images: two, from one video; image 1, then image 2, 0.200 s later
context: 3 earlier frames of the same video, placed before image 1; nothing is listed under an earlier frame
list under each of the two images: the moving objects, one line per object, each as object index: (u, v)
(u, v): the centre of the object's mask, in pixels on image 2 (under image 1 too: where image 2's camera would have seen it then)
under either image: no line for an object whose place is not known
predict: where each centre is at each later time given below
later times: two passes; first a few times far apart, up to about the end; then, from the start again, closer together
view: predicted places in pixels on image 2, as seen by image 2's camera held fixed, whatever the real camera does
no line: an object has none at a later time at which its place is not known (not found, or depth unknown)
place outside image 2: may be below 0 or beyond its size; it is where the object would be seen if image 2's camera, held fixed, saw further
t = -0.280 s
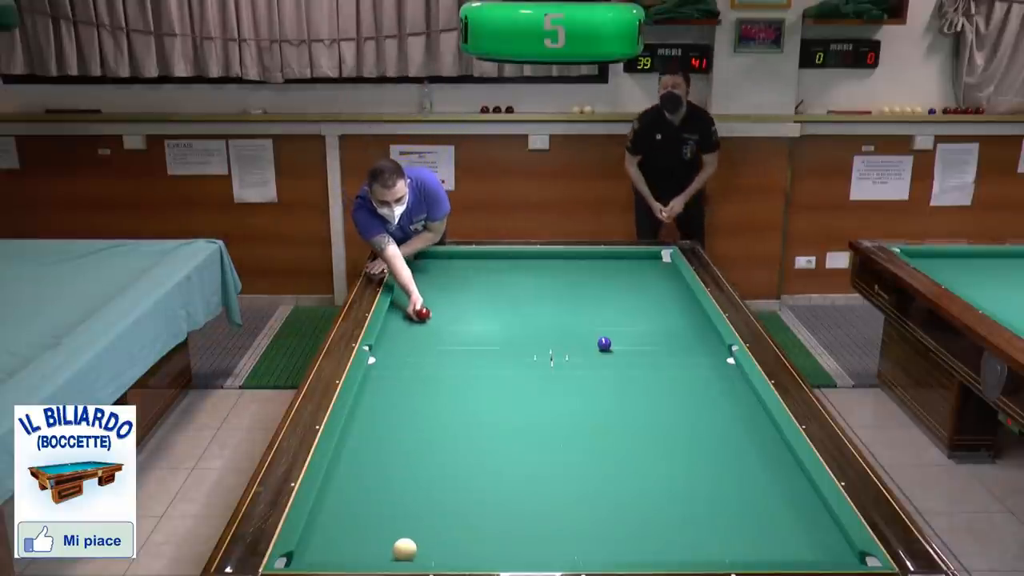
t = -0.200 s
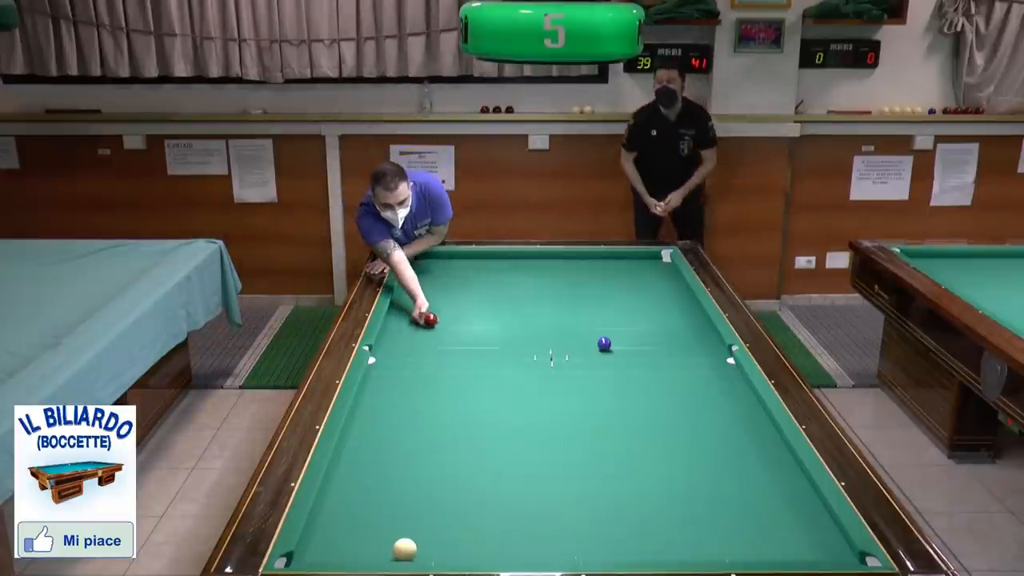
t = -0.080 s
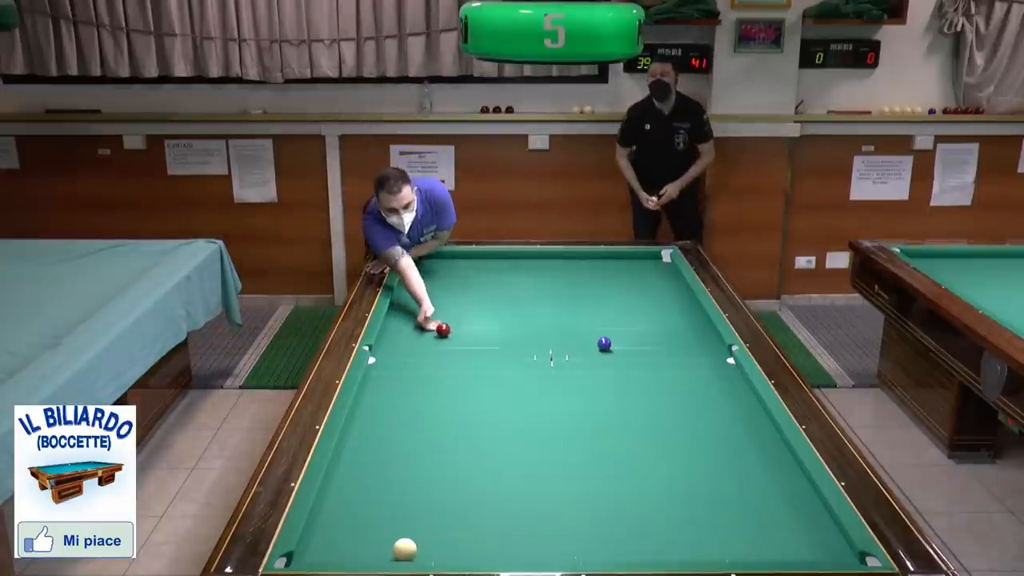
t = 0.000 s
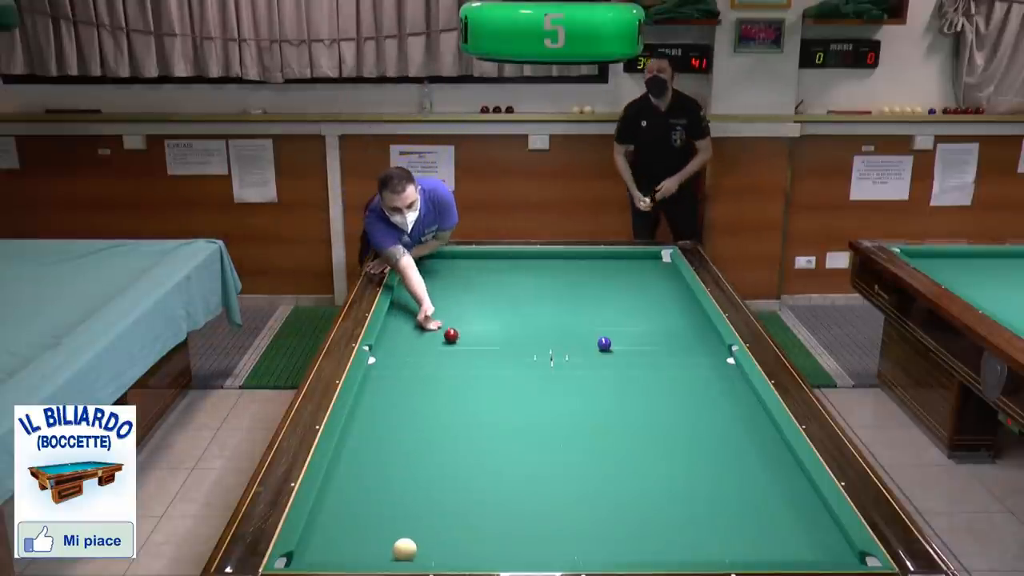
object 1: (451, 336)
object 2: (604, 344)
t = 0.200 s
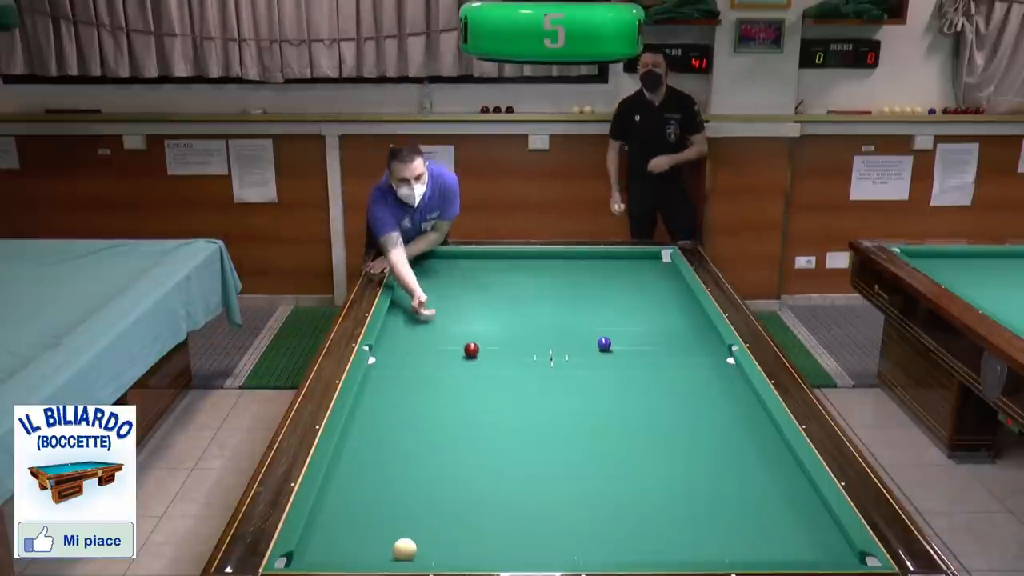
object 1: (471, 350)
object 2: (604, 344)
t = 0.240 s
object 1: (475, 354)
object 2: (604, 344)
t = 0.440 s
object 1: (498, 369)
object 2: (604, 345)
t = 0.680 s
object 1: (527, 389)
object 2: (604, 345)
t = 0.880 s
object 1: (553, 408)
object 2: (604, 345)
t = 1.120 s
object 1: (588, 432)
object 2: (604, 345)
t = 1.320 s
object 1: (619, 454)
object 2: (604, 345)
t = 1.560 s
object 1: (661, 482)
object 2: (604, 345)
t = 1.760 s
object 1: (698, 508)
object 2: (604, 345)
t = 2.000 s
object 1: (748, 542)
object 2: (604, 345)
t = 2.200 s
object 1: (780, 551)
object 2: (604, 345)
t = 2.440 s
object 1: (791, 531)
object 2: (604, 345)
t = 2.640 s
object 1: (800, 514)
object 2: (604, 345)
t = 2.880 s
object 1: (808, 495)
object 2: (604, 344)
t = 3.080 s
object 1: (791, 483)
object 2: (604, 345)
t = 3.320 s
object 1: (772, 469)
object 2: (604, 344)
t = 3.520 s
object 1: (758, 458)
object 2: (604, 344)
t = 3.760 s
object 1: (742, 446)
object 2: (604, 344)
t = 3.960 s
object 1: (730, 436)
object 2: (604, 344)
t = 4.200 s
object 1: (716, 426)
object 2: (604, 344)
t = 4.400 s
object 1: (705, 418)
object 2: (604, 344)
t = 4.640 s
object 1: (693, 409)
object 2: (604, 344)
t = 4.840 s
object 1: (683, 402)
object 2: (604, 344)
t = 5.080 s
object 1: (673, 394)
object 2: (604, 344)
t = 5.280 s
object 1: (664, 388)
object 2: (604, 344)
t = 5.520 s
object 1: (655, 381)
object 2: (604, 344)
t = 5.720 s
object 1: (648, 376)
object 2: (604, 344)
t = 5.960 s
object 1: (640, 370)
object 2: (604, 344)
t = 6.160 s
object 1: (633, 365)
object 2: (604, 345)
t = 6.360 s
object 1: (627, 361)
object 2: (604, 345)
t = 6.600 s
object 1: (620, 356)
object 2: (604, 344)
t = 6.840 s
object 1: (614, 351)
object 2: (603, 344)
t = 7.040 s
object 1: (610, 348)
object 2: (601, 342)
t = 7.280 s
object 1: (608, 347)
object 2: (598, 340)
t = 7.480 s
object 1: (607, 346)
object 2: (595, 338)
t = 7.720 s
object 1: (606, 345)
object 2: (592, 336)
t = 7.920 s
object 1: (605, 344)
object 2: (590, 334)
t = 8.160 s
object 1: (604, 344)
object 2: (587, 332)
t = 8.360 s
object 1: (603, 344)
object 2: (585, 331)
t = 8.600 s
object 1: (603, 343)
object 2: (583, 329)
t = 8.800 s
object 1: (603, 343)
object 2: (582, 328)
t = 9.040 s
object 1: (603, 343)
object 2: (580, 327)
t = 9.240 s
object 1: (603, 343)
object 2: (579, 326)
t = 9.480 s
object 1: (603, 343)
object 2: (578, 325)
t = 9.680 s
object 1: (603, 343)
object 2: (577, 325)
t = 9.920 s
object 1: (603, 343)
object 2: (577, 325)
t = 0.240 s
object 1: (475, 354)
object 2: (604, 344)
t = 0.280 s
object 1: (480, 356)
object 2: (604, 344)
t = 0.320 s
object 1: (484, 360)
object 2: (604, 344)
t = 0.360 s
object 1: (488, 363)
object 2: (604, 344)
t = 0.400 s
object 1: (493, 366)
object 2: (604, 344)
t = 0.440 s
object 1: (498, 369)
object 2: (604, 345)
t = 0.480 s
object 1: (502, 372)
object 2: (604, 345)
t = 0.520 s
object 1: (507, 376)
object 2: (604, 345)
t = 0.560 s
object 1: (512, 379)
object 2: (604, 345)
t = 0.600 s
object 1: (517, 382)
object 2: (604, 345)
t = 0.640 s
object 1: (522, 386)
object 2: (604, 345)
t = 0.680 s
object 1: (527, 389)
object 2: (604, 345)
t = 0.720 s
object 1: (532, 393)
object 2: (604, 345)
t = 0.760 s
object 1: (537, 396)
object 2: (604, 345)
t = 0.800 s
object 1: (543, 400)
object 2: (604, 345)
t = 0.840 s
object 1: (548, 404)
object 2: (604, 345)
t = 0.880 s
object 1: (553, 408)
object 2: (604, 345)
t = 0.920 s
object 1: (559, 412)
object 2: (604, 345)
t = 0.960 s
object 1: (565, 415)
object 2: (604, 345)
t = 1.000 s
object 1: (570, 420)
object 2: (604, 345)
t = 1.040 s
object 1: (576, 424)
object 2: (604, 345)
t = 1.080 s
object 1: (582, 428)
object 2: (604, 345)
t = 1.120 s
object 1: (588, 432)
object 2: (604, 345)
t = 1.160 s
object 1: (594, 436)
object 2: (604, 345)
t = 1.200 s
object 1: (600, 440)
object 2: (604, 345)
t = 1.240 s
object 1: (606, 445)
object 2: (604, 345)
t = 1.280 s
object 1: (613, 449)
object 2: (604, 344)
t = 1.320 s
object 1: (619, 454)
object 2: (604, 345)
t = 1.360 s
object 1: (626, 458)
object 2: (604, 345)
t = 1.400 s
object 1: (633, 463)
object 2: (604, 345)
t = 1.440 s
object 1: (640, 468)
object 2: (604, 345)
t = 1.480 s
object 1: (646, 473)
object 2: (604, 345)
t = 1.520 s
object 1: (653, 477)
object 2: (604, 345)
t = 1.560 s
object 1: (661, 482)
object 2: (604, 345)
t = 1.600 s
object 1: (668, 487)
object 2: (604, 345)
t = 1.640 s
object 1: (676, 493)
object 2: (604, 345)
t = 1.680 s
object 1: (683, 498)
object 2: (604, 345)
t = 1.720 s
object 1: (691, 503)
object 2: (604, 345)
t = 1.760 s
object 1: (698, 508)
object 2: (604, 345)
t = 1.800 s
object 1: (706, 514)
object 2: (604, 345)
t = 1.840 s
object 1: (715, 519)
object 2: (604, 345)
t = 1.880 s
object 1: (723, 525)
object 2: (604, 345)
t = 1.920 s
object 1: (731, 530)
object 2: (604, 345)
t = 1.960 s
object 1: (740, 536)
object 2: (604, 345)
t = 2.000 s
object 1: (748, 542)
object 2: (604, 345)
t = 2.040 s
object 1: (757, 547)
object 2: (604, 345)
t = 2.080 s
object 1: (766, 551)
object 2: (604, 345)
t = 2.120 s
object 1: (775, 554)
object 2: (604, 345)
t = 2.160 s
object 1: (779, 554)
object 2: (604, 345)
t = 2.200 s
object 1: (780, 551)
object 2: (604, 345)
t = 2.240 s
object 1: (783, 549)
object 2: (604, 345)
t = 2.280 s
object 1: (784, 546)
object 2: (604, 345)
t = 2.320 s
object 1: (786, 542)
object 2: (604, 345)
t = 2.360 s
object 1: (788, 539)
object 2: (604, 345)
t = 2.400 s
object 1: (790, 535)
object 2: (604, 345)
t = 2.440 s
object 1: (791, 531)
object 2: (604, 345)
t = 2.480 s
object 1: (793, 527)
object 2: (604, 345)
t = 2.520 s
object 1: (795, 524)
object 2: (604, 345)
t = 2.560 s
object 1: (797, 520)
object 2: (604, 345)
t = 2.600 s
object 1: (798, 517)
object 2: (604, 345)
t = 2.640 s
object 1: (800, 514)
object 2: (604, 345)
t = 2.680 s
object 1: (801, 511)
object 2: (604, 344)
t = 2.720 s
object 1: (803, 507)
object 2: (604, 345)
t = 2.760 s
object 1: (805, 504)
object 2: (604, 345)
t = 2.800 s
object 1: (806, 501)
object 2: (604, 345)
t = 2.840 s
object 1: (808, 498)
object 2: (604, 344)
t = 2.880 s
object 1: (808, 495)
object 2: (604, 344)
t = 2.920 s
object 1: (805, 493)
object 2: (604, 345)
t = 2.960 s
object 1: (801, 490)
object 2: (604, 345)
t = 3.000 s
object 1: (798, 487)
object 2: (604, 345)
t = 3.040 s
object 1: (794, 485)
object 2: (604, 344)
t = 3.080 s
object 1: (791, 483)
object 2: (604, 345)
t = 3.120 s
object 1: (788, 480)
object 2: (604, 345)
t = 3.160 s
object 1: (785, 478)
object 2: (604, 345)
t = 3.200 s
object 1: (781, 475)
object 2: (604, 345)
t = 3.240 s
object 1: (778, 473)
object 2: (604, 344)
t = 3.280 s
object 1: (775, 471)
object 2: (604, 344)
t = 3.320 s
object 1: (772, 469)
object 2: (604, 344)
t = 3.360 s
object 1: (770, 466)
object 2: (604, 344)
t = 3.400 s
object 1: (767, 464)
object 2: (604, 344)
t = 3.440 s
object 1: (764, 462)
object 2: (604, 344)
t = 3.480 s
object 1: (761, 460)
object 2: (604, 344)
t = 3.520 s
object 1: (758, 458)
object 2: (604, 344)
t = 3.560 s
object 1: (755, 456)
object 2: (604, 344)
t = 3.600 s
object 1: (752, 454)
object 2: (604, 344)
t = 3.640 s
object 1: (750, 452)
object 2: (604, 344)
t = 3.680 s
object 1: (747, 449)
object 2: (604, 344)
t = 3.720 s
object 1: (744, 447)
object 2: (604, 344)
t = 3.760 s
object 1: (742, 446)
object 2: (604, 344)
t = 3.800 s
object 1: (739, 444)
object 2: (604, 344)
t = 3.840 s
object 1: (737, 442)
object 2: (604, 344)
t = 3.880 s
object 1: (735, 440)
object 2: (604, 344)
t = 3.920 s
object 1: (732, 438)
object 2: (604, 344)
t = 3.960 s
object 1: (730, 436)
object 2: (604, 344)
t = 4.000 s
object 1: (727, 434)
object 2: (604, 344)
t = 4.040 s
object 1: (725, 433)
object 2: (604, 344)
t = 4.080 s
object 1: (723, 431)
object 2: (604, 344)
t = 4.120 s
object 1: (720, 429)
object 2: (604, 344)
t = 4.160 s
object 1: (718, 428)
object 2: (604, 344)
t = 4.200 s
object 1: (716, 426)
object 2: (604, 344)
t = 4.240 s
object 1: (714, 424)
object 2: (604, 344)
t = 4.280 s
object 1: (711, 423)
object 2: (604, 344)
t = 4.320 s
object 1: (709, 421)
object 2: (604, 344)
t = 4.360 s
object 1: (707, 420)
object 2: (604, 344)
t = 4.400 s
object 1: (705, 418)
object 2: (604, 344)
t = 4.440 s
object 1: (703, 416)
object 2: (604, 344)
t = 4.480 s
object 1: (701, 415)
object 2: (604, 344)
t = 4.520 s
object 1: (699, 413)
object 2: (604, 344)
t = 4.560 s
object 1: (697, 412)
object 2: (604, 344)
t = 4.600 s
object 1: (695, 410)
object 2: (604, 344)
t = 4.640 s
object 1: (693, 409)
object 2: (604, 344)
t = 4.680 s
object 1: (691, 407)
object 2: (604, 344)
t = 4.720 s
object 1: (689, 406)
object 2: (604, 344)
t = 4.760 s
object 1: (687, 404)
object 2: (604, 344)
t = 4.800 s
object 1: (685, 403)
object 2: (604, 344)
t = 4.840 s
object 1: (683, 402)
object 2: (604, 344)
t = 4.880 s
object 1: (681, 400)
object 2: (604, 344)
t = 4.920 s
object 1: (680, 399)
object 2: (604, 344)
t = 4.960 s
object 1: (678, 398)
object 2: (604, 344)
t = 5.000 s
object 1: (676, 396)
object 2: (604, 344)
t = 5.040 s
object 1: (674, 395)
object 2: (604, 344)
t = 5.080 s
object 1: (673, 394)
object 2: (604, 344)
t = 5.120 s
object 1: (671, 392)
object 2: (604, 344)
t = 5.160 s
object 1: (669, 391)
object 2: (604, 344)
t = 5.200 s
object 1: (668, 390)
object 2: (604, 344)
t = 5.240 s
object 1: (666, 389)
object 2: (604, 344)
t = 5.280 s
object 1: (664, 388)
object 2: (604, 344)
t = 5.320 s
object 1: (663, 386)
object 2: (604, 344)
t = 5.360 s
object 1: (661, 385)
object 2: (604, 344)
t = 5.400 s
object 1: (660, 384)
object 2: (604, 344)
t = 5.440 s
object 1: (658, 383)
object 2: (604, 344)
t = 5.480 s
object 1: (657, 382)
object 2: (604, 344)
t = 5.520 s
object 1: (655, 381)
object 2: (604, 344)
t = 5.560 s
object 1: (653, 380)
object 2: (604, 344)
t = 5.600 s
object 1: (652, 379)
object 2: (604, 344)
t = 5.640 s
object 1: (650, 377)
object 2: (604, 344)
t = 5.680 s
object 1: (649, 377)
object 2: (604, 344)
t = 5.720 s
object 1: (648, 376)
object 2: (604, 344)
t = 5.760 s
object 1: (646, 375)
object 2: (604, 344)
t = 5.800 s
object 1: (645, 373)
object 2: (604, 344)
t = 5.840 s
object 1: (643, 372)
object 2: (604, 344)
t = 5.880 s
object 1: (642, 371)
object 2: (604, 344)
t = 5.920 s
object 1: (641, 370)
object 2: (604, 344)
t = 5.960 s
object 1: (640, 370)
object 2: (604, 344)
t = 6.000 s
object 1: (638, 369)
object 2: (604, 345)
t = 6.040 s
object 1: (637, 367)
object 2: (604, 345)
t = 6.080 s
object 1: (636, 367)
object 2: (604, 345)
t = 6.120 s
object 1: (634, 366)
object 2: (604, 345)
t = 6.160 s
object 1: (633, 365)
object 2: (604, 345)
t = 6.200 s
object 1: (632, 364)
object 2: (604, 345)
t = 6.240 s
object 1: (631, 363)
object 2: (604, 345)
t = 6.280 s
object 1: (630, 362)
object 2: (604, 345)
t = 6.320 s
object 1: (628, 362)
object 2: (604, 345)
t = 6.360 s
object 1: (627, 361)
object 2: (604, 345)
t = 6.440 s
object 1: (625, 359)
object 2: (604, 344)
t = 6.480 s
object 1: (624, 358)
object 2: (604, 344)
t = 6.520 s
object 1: (623, 357)
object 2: (604, 344)
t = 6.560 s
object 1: (622, 357)
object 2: (604, 344)
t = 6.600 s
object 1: (620, 356)
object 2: (604, 344)
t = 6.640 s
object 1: (619, 355)
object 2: (604, 344)
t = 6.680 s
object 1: (618, 354)
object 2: (604, 344)
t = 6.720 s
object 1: (617, 353)
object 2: (604, 344)
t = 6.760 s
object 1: (616, 352)
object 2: (604, 344)
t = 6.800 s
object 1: (615, 352)
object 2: (604, 344)
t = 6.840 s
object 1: (614, 351)
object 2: (603, 344)
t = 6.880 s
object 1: (613, 350)
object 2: (603, 344)
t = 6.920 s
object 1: (612, 350)
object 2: (603, 343)
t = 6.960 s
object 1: (611, 349)
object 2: (603, 343)
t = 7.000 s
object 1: (611, 349)
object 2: (602, 343)
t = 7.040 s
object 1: (610, 348)
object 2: (601, 342)
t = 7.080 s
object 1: (610, 348)
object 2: (601, 342)
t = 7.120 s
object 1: (610, 348)
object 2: (600, 341)
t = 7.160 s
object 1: (609, 348)
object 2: (600, 341)
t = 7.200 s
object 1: (609, 347)
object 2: (599, 341)
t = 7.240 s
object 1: (609, 347)
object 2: (599, 340)
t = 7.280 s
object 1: (608, 347)
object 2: (598, 340)
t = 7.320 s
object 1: (608, 347)
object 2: (597, 340)
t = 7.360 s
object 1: (608, 347)
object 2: (597, 339)
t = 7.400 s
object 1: (607, 346)
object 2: (596, 339)
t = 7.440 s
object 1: (607, 346)
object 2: (596, 338)
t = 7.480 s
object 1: (607, 346)
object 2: (595, 338)
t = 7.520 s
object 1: (607, 346)
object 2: (595, 337)
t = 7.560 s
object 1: (606, 346)
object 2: (594, 337)
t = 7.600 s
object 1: (606, 345)
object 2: (594, 337)
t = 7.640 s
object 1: (606, 345)
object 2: (593, 337)
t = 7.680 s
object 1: (606, 345)
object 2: (593, 336)
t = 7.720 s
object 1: (606, 345)
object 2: (592, 336)
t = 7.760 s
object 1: (605, 345)
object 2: (592, 335)
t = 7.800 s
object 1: (605, 345)
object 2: (591, 335)
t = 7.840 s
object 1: (605, 345)
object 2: (591, 335)
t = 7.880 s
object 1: (605, 344)
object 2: (590, 334)
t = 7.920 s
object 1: (605, 344)
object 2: (590, 334)
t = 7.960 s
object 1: (605, 345)
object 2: (590, 334)
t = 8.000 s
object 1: (605, 344)
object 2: (589, 333)
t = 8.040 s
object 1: (604, 344)
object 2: (589, 333)
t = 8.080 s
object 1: (604, 344)
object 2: (588, 333)
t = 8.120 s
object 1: (604, 344)
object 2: (588, 333)
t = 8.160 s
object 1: (604, 344)
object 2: (587, 332)
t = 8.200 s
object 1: (604, 344)
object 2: (587, 332)
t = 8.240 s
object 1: (604, 344)
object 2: (587, 332)
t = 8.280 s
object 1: (604, 344)
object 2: (586, 331)
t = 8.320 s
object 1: (603, 344)
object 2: (586, 331)
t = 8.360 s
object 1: (603, 344)
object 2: (585, 331)
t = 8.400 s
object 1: (603, 343)
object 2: (585, 330)
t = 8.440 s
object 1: (603, 343)
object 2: (585, 330)
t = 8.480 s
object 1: (603, 343)
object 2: (584, 330)
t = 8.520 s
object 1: (603, 343)
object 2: (584, 329)
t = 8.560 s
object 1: (603, 343)
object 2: (584, 329)
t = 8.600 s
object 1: (603, 343)
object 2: (583, 329)
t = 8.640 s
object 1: (603, 343)
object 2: (583, 329)
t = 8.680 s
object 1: (603, 343)
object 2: (583, 328)
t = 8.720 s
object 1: (603, 343)
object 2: (582, 328)
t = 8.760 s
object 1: (603, 343)
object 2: (582, 328)
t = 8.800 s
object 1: (603, 343)
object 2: (582, 328)
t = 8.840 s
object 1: (603, 343)
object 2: (581, 327)
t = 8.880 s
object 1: (603, 343)
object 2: (581, 327)
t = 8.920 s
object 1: (603, 343)
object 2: (581, 327)
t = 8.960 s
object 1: (603, 343)
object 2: (581, 327)
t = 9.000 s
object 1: (603, 343)
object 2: (580, 327)
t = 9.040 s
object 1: (603, 343)
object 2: (580, 327)
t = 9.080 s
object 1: (603, 343)
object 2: (580, 327)
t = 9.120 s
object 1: (603, 343)
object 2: (580, 326)
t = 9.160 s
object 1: (603, 343)
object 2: (579, 326)
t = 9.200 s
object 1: (603, 343)
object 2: (579, 326)
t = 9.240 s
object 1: (603, 343)
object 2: (579, 326)
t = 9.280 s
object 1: (603, 343)
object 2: (579, 326)
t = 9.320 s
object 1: (603, 343)
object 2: (578, 326)
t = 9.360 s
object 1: (603, 343)
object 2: (578, 326)
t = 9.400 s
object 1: (603, 343)
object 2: (578, 326)
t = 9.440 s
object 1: (603, 343)
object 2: (578, 325)
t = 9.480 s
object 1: (603, 343)
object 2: (578, 325)
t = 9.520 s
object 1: (603, 343)
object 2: (578, 325)
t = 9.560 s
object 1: (603, 343)
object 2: (577, 325)
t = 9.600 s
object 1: (603, 343)
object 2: (577, 325)
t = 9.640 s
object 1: (603, 343)
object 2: (577, 325)
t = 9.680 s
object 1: (603, 343)
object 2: (577, 325)
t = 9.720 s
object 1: (603, 343)
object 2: (577, 325)
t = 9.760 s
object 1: (603, 343)
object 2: (577, 325)
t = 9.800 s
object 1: (603, 343)
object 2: (577, 325)
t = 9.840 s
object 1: (603, 343)
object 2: (577, 325)
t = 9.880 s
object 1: (603, 343)
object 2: (577, 325)
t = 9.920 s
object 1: (603, 343)
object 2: (577, 325)
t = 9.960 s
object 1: (603, 343)
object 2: (577, 325)
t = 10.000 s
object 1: (603, 343)
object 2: (577, 324)
